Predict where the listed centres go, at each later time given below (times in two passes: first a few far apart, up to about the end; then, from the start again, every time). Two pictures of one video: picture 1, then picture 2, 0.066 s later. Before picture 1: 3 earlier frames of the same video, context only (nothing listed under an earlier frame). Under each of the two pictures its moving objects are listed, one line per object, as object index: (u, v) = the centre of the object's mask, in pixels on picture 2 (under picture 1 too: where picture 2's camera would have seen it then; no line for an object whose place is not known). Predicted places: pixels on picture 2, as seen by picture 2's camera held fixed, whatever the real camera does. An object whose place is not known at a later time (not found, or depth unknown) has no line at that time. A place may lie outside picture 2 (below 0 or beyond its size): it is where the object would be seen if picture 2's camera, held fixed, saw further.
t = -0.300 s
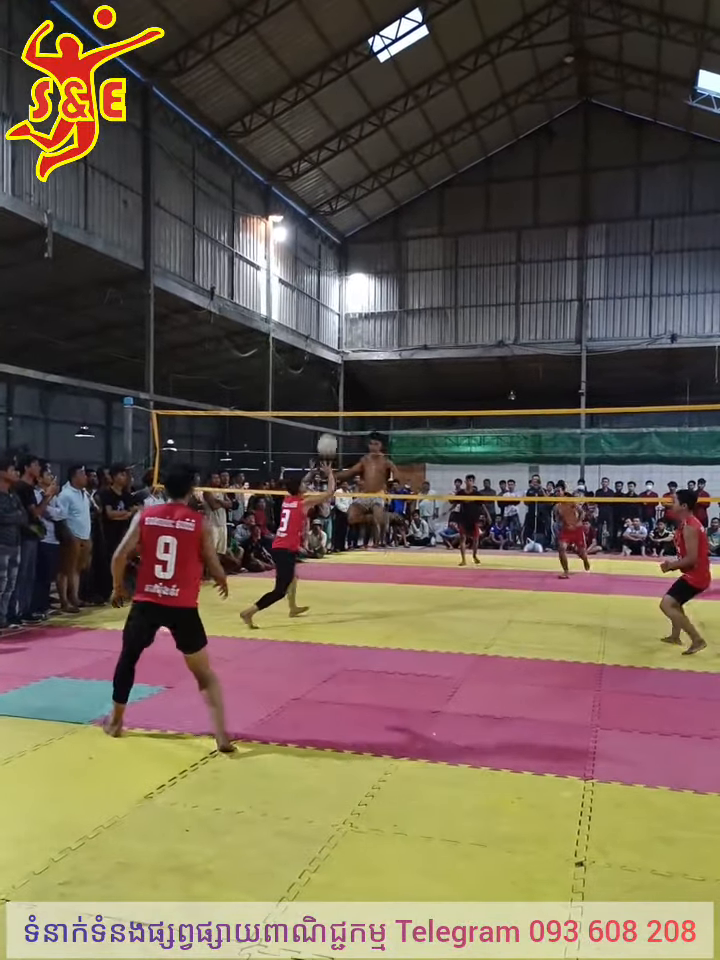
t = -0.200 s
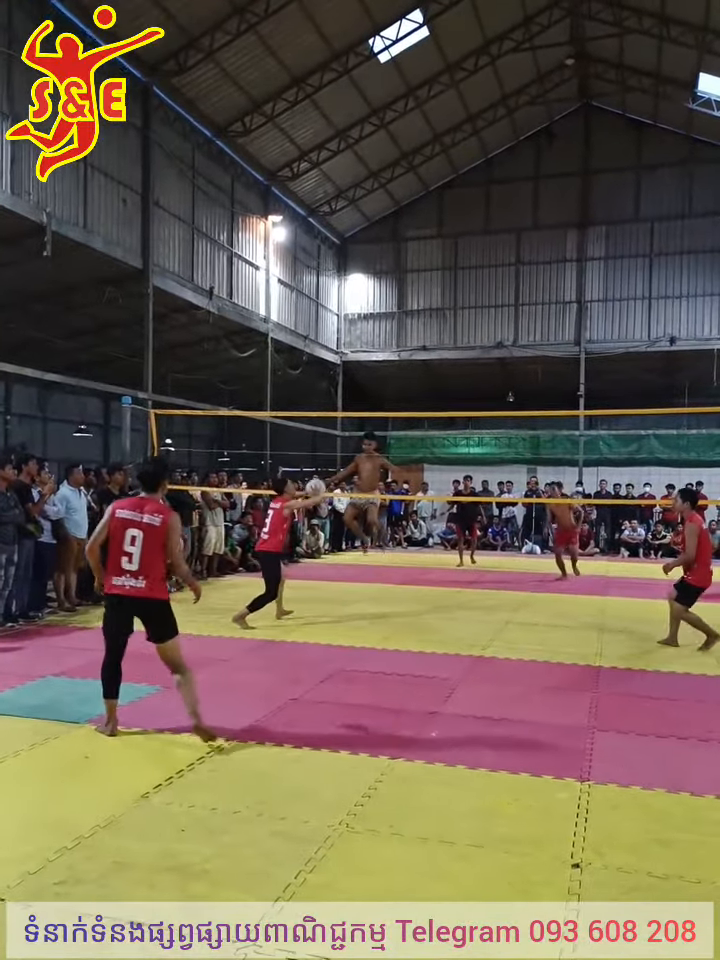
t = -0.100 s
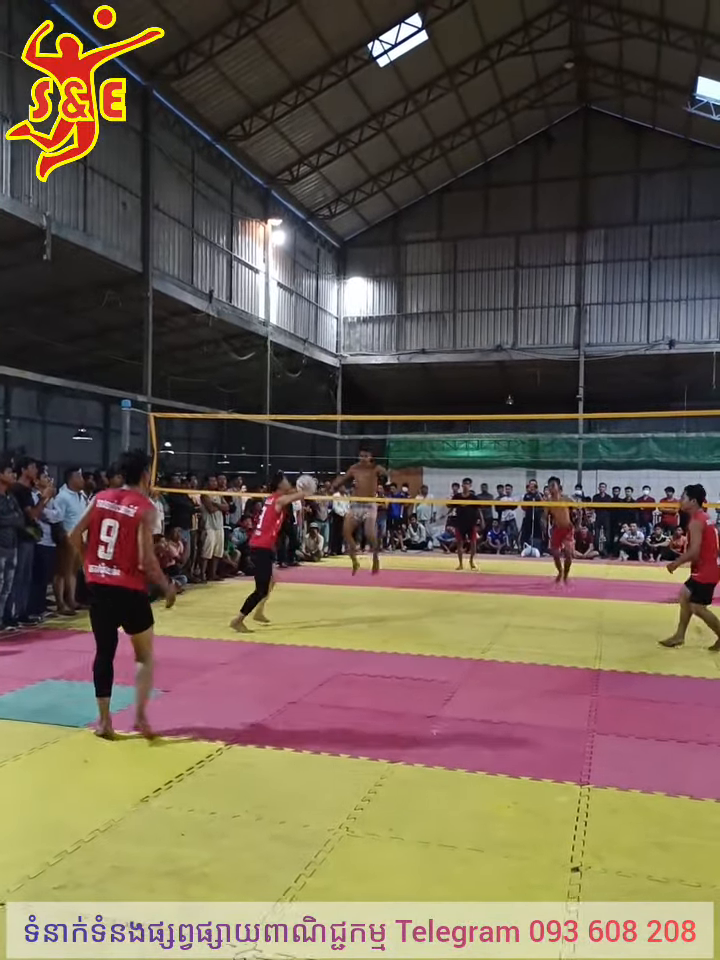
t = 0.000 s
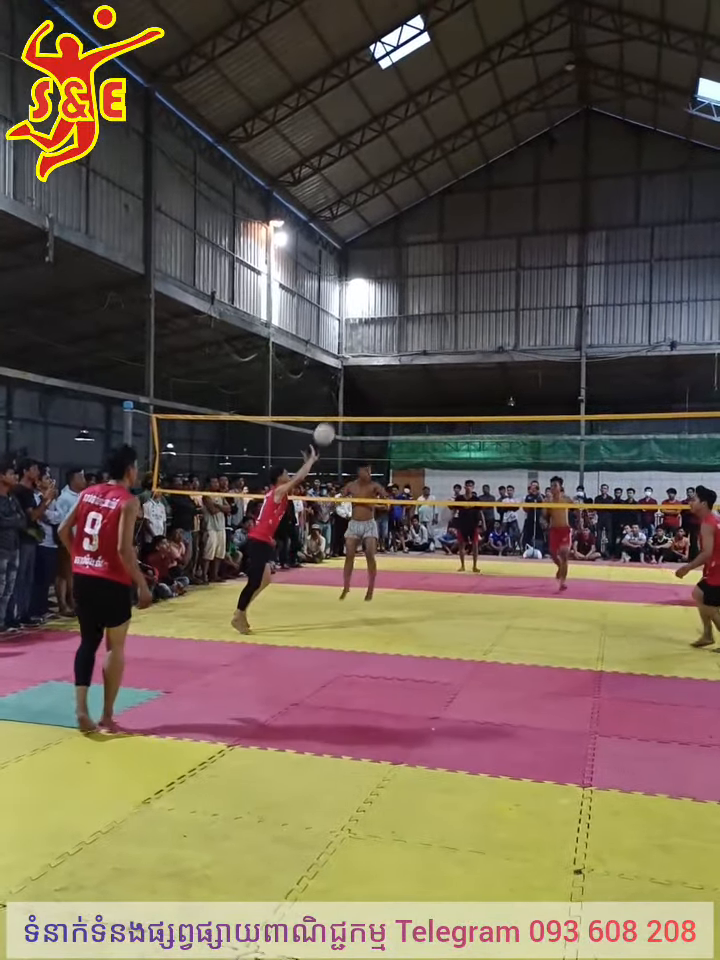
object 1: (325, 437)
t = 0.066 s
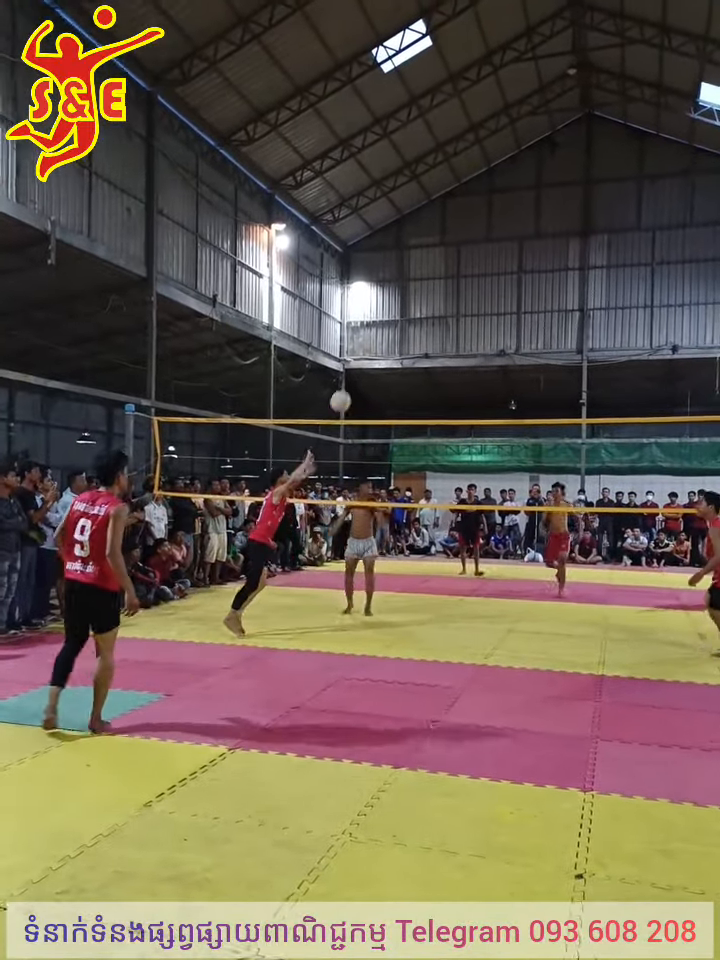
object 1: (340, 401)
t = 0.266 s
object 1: (383, 320)
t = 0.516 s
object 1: (433, 272)
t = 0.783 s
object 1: (485, 285)
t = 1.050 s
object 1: (533, 364)
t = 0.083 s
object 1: (344, 393)
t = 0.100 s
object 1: (347, 385)
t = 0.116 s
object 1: (351, 378)
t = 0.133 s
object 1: (354, 371)
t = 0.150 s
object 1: (356, 364)
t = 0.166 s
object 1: (362, 353)
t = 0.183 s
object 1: (365, 348)
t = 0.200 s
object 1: (369, 345)
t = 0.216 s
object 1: (372, 339)
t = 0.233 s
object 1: (374, 331)
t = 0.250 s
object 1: (379, 326)
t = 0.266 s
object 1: (383, 320)
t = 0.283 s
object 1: (386, 315)
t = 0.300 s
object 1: (389, 309)
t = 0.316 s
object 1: (393, 307)
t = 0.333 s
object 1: (397, 301)
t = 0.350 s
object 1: (401, 298)
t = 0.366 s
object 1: (404, 293)
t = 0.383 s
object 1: (407, 290)
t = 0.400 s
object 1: (410, 287)
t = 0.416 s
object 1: (414, 284)
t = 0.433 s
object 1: (417, 281)
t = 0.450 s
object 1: (420, 279)
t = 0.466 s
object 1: (423, 277)
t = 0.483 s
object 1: (427, 275)
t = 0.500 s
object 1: (430, 273)
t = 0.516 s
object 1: (433, 272)
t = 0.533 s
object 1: (437, 271)
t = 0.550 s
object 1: (440, 271)
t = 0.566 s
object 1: (443, 270)
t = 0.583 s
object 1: (447, 270)
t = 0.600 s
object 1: (450, 270)
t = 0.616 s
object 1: (453, 270)
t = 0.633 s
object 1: (456, 270)
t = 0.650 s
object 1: (459, 271)
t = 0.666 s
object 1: (463, 271)
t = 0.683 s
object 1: (466, 272)
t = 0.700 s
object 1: (469, 273)
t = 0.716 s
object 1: (473, 276)
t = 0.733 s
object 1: (476, 278)
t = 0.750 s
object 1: (479, 280)
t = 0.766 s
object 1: (482, 282)
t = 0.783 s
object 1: (485, 285)
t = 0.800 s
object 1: (488, 288)
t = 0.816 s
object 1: (491, 291)
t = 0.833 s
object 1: (494, 295)
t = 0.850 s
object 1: (497, 298)
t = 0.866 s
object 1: (500, 302)
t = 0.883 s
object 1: (503, 307)
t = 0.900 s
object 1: (506, 311)
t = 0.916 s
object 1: (510, 316)
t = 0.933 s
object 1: (512, 321)
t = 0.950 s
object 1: (515, 326)
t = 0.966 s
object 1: (518, 333)
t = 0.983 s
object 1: (521, 338)
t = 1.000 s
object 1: (525, 344)
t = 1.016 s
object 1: (528, 350)
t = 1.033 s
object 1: (531, 357)
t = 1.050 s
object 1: (533, 364)
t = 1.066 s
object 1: (536, 371)
